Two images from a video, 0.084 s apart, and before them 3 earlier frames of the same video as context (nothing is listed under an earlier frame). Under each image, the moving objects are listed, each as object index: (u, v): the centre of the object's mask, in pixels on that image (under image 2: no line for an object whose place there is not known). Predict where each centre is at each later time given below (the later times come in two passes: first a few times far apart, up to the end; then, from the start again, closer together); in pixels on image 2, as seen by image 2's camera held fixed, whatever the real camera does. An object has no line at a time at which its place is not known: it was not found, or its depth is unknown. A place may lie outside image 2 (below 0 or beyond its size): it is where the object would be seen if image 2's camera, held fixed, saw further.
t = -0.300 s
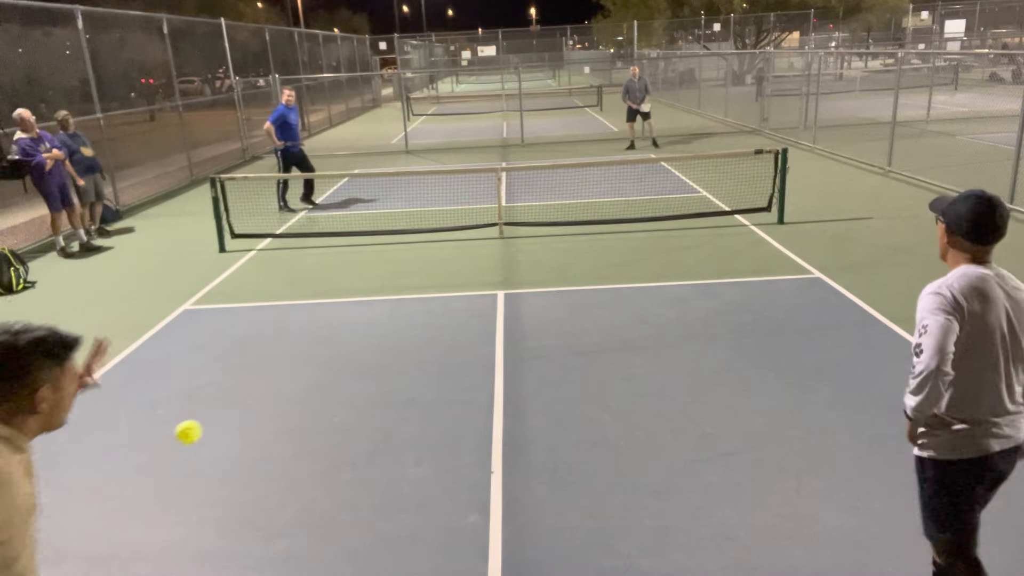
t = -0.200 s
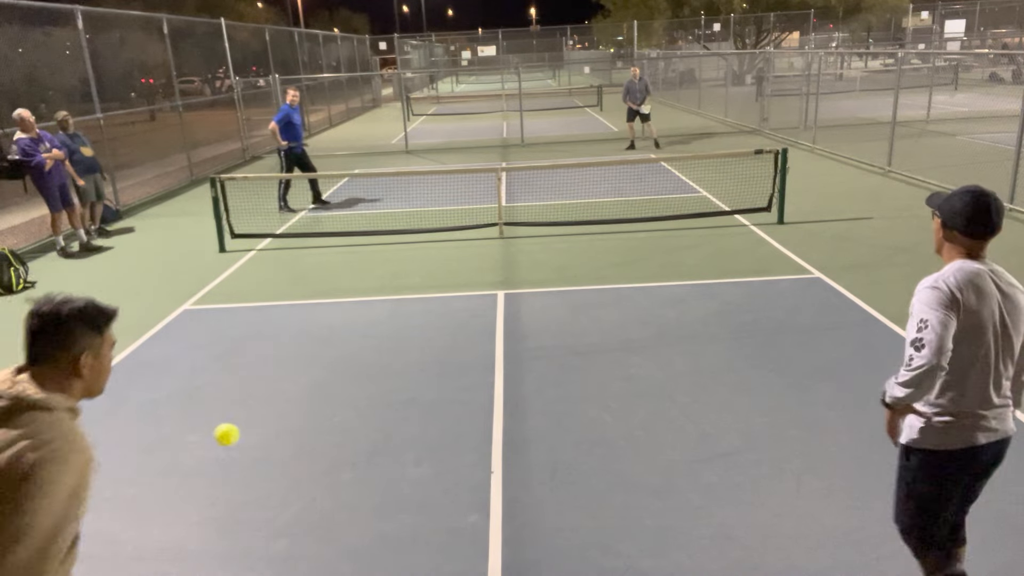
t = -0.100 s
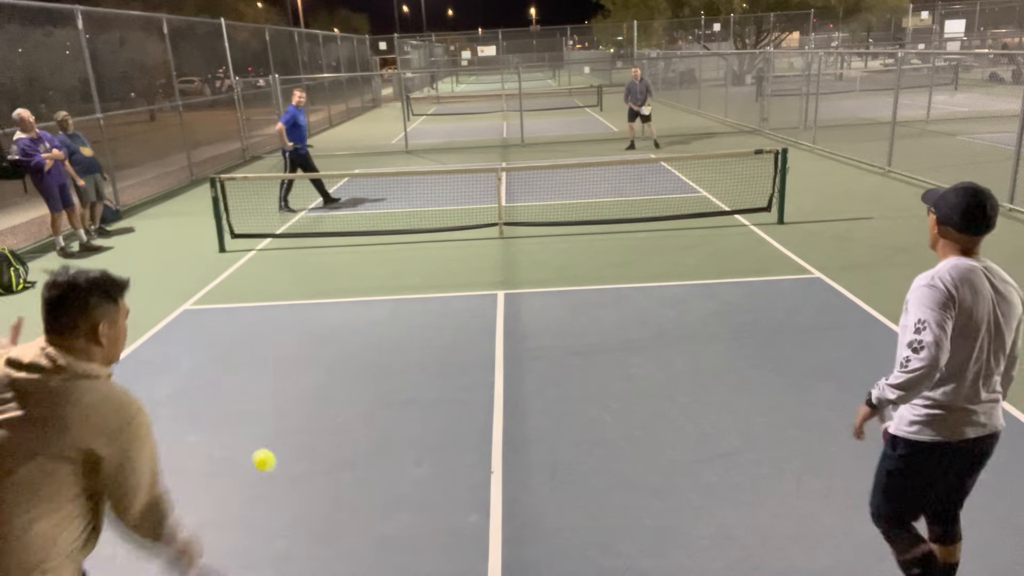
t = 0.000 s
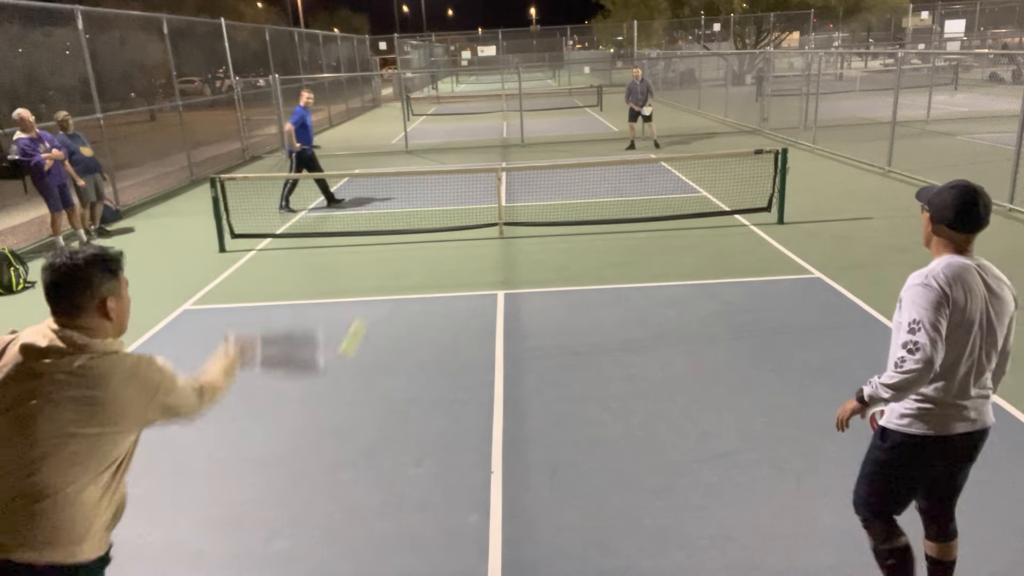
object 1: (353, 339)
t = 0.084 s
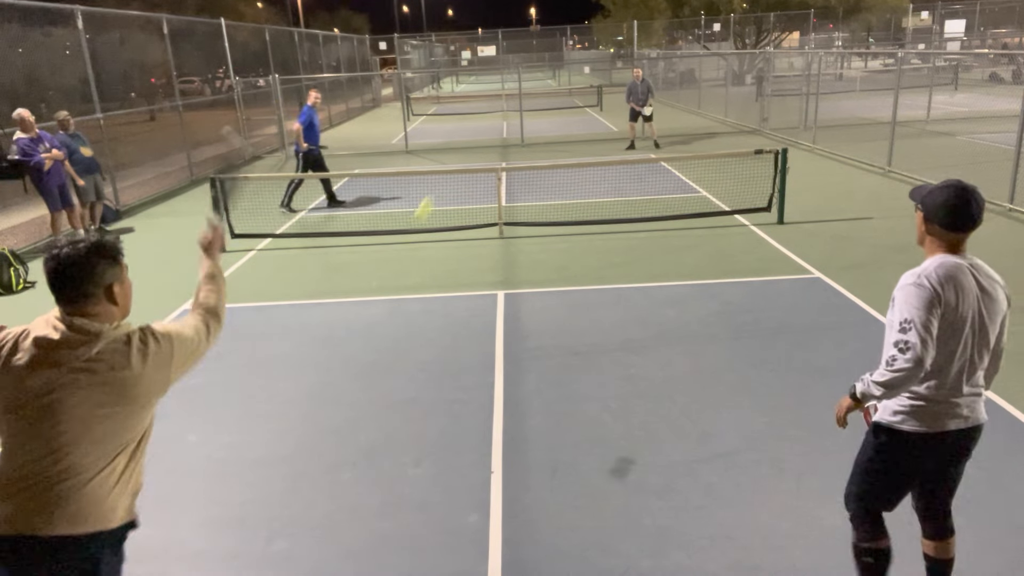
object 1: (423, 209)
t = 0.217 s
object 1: (487, 119)
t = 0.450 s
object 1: (543, 86)
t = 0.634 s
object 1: (567, 106)
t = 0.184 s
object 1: (475, 133)
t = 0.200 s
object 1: (481, 125)
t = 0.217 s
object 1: (487, 119)
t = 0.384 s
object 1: (530, 87)
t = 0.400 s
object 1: (534, 87)
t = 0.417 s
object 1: (537, 86)
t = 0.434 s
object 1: (540, 86)
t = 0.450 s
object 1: (543, 86)
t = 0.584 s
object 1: (561, 99)
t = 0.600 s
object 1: (563, 101)
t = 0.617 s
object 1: (565, 103)
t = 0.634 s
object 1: (567, 106)
